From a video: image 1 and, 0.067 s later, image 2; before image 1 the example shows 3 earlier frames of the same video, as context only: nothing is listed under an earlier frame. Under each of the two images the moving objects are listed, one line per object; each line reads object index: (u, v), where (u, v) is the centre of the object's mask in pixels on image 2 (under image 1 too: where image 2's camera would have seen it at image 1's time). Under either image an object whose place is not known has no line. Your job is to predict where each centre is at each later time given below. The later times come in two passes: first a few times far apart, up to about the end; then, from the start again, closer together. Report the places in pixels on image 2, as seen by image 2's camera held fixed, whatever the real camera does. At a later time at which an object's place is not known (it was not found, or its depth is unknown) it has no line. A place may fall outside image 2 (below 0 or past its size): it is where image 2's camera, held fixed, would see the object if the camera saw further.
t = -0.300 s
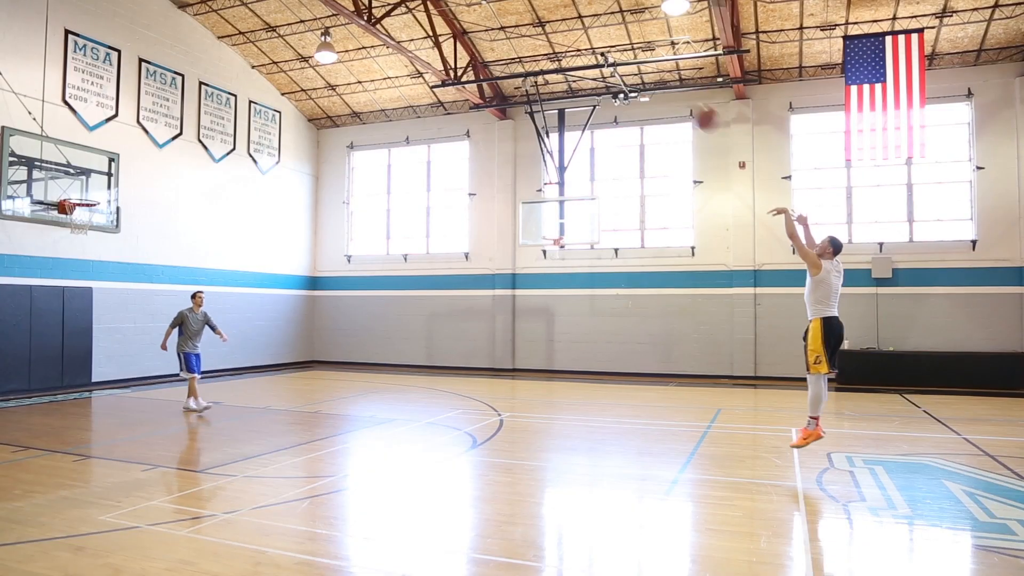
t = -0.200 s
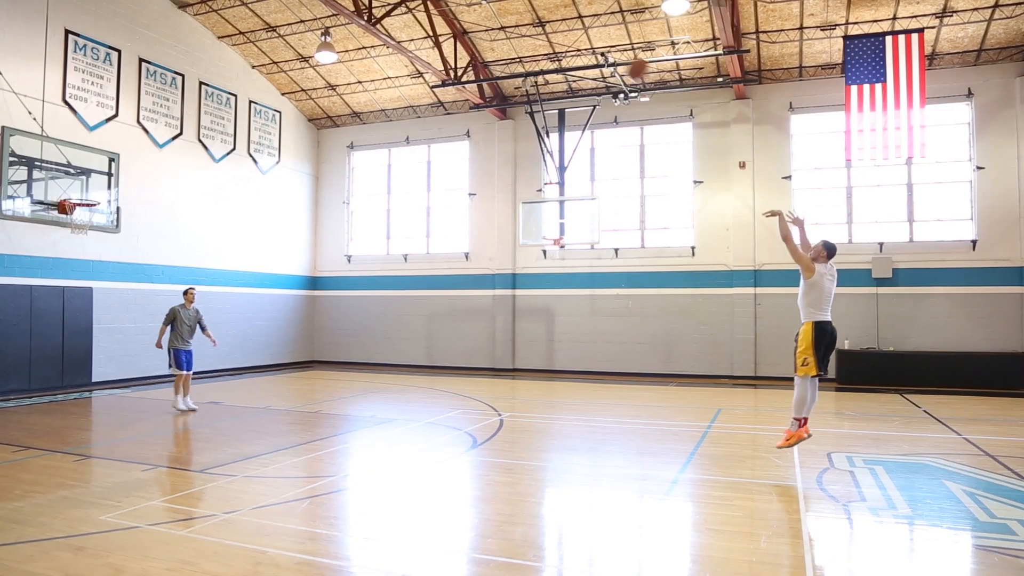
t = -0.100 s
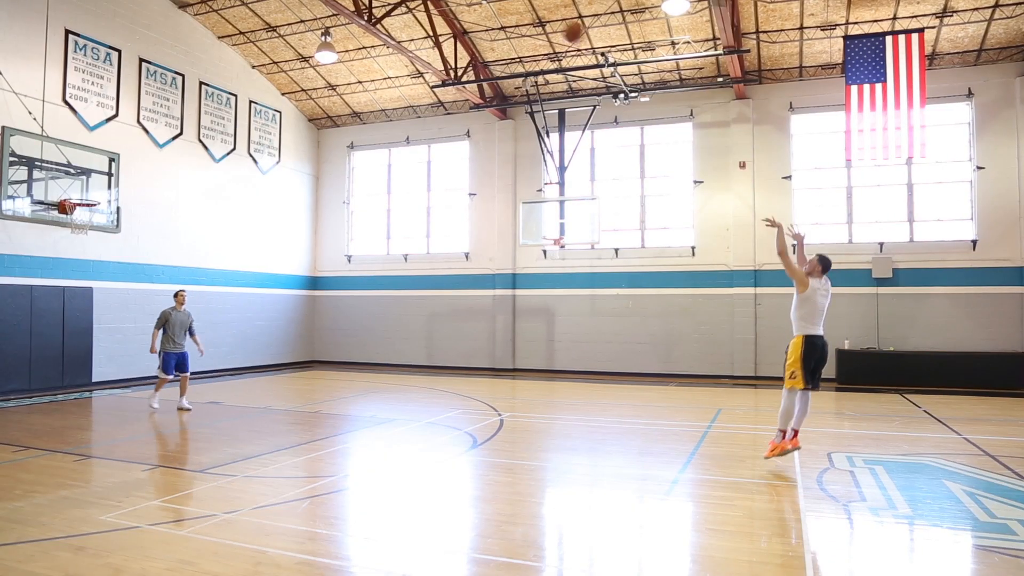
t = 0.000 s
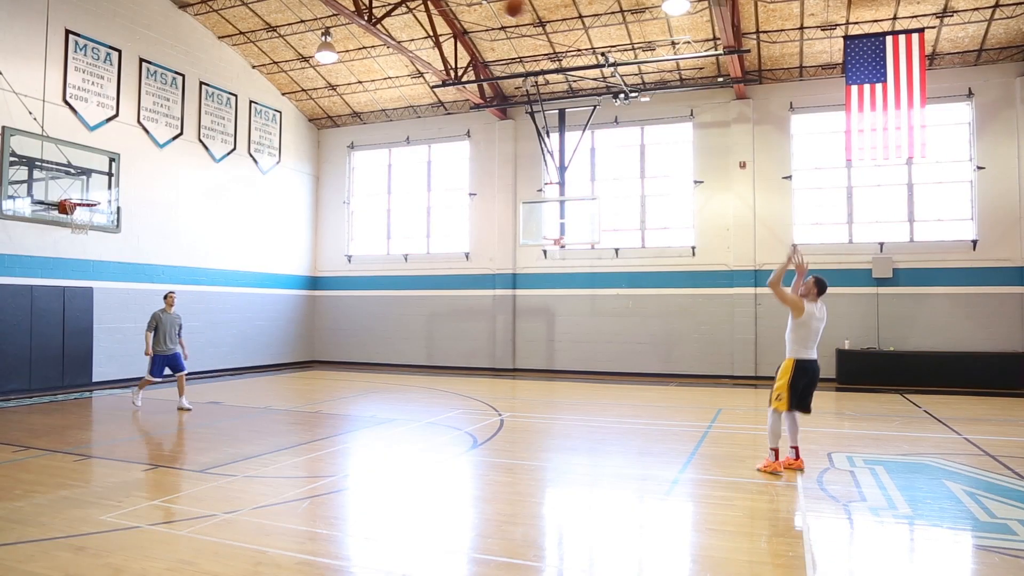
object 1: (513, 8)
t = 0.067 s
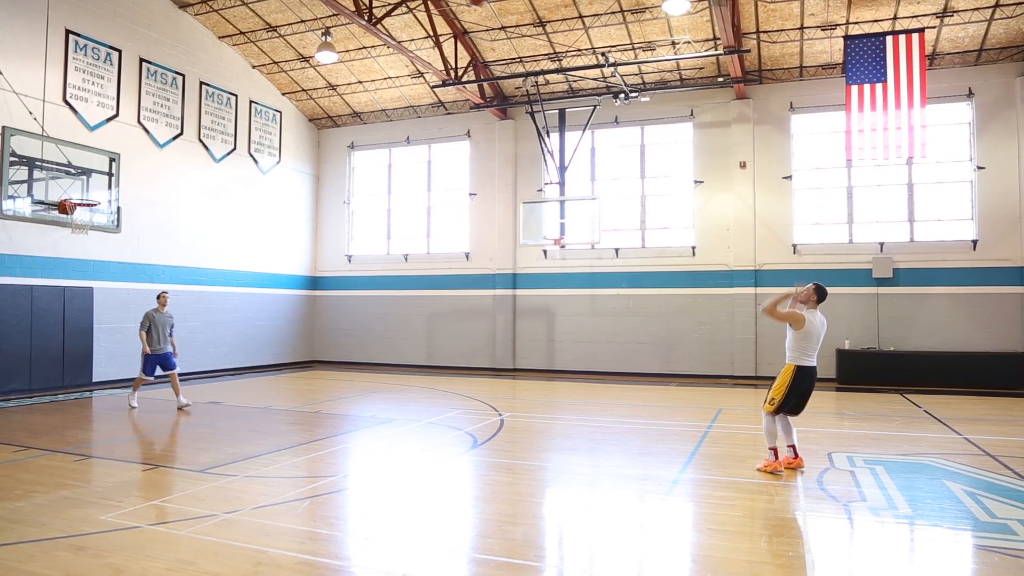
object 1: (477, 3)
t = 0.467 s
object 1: (286, 7)
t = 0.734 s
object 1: (180, 75)
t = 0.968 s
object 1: (99, 167)
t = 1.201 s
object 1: (80, 234)
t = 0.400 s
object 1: (316, 3)
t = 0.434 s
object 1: (301, 5)
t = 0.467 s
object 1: (286, 7)
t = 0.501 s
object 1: (272, 12)
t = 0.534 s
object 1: (258, 19)
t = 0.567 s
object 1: (244, 26)
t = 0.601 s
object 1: (231, 35)
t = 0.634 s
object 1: (219, 44)
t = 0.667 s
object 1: (206, 54)
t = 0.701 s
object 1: (193, 64)
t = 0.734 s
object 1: (180, 75)
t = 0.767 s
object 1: (168, 86)
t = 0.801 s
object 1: (156, 98)
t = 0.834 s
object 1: (144, 111)
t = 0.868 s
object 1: (132, 124)
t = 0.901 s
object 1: (121, 137)
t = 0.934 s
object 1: (110, 152)
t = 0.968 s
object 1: (99, 167)
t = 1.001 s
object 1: (88, 182)
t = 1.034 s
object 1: (77, 199)
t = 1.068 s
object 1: (68, 212)
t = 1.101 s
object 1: (69, 221)
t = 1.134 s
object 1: (71, 224)
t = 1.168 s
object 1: (75, 229)
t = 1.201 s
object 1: (80, 234)
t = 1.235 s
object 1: (84, 241)
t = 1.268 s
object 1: (88, 248)
